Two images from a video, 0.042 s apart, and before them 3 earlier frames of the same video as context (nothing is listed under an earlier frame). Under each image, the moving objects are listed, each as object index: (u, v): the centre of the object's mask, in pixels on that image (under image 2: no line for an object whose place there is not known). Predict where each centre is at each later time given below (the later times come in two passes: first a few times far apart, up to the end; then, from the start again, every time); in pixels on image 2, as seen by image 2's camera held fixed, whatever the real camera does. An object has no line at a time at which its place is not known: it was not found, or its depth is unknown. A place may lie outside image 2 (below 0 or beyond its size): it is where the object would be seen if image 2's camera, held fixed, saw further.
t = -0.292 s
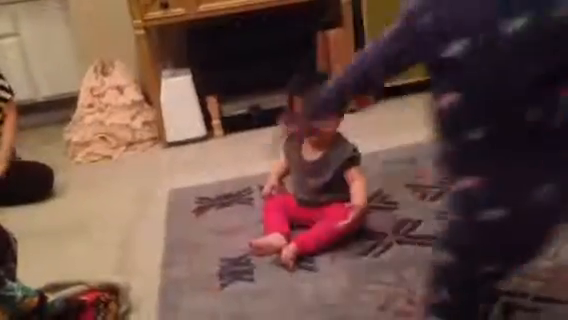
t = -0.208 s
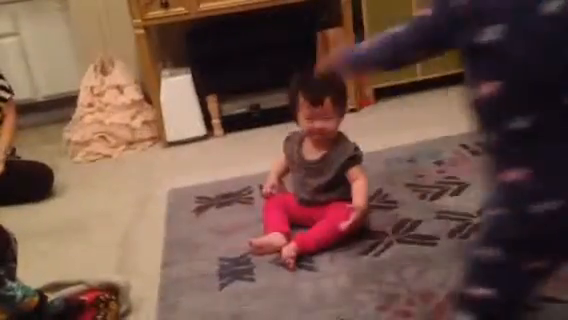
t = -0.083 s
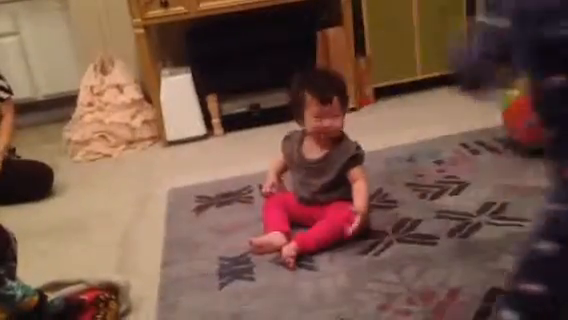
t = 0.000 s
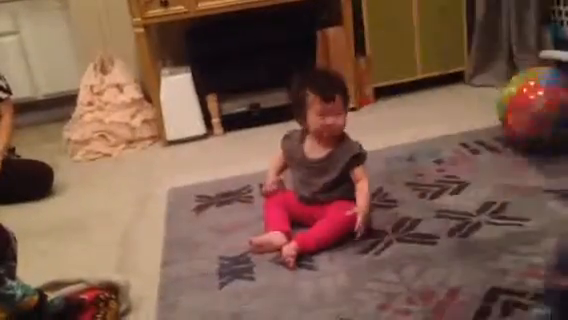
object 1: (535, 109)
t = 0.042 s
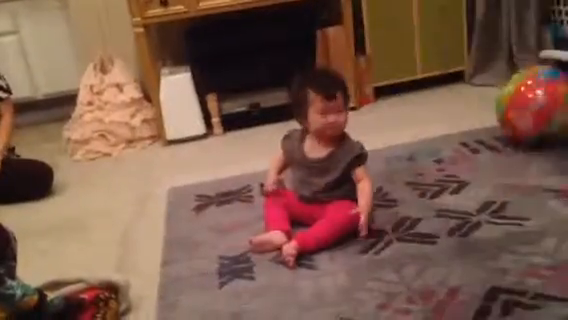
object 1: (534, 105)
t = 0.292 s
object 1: (527, 100)
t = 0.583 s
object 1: (516, 93)
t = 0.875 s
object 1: (507, 87)
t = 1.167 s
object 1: (485, 85)
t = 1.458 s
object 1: (465, 84)
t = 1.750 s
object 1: (451, 83)
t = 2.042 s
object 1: (442, 81)
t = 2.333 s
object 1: (430, 81)
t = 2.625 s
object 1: (426, 81)
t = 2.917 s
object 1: (425, 82)
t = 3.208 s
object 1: (428, 84)
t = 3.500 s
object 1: (431, 85)
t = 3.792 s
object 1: (434, 87)
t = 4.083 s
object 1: (435, 87)
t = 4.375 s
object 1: (435, 90)
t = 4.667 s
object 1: (439, 93)
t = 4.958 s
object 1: (442, 97)
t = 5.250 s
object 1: (439, 101)
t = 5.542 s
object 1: (430, 105)
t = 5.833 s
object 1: (415, 108)
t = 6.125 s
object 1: (410, 108)
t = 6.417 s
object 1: (405, 108)
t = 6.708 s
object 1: (404, 107)
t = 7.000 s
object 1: (407, 106)
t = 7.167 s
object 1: (409, 106)
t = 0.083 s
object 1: (533, 104)
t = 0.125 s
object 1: (531, 103)
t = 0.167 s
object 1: (531, 103)
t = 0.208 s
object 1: (530, 102)
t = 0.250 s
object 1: (529, 101)
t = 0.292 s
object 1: (527, 100)
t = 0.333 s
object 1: (526, 100)
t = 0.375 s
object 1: (524, 98)
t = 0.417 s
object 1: (522, 97)
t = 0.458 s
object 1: (520, 96)
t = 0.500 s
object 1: (519, 96)
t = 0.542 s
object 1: (517, 94)
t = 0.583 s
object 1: (516, 93)
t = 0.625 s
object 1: (515, 92)
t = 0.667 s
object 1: (515, 91)
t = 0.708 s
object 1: (514, 90)
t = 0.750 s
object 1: (512, 89)
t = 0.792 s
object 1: (511, 88)
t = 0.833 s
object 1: (509, 88)
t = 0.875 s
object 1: (507, 87)
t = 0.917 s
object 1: (505, 88)
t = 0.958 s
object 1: (502, 87)
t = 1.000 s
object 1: (495, 89)
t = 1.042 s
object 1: (493, 87)
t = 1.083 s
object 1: (491, 87)
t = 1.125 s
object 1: (488, 85)
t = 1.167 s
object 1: (485, 85)
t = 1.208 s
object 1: (483, 84)
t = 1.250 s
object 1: (479, 83)
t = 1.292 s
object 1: (476, 82)
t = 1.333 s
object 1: (474, 83)
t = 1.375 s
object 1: (471, 82)
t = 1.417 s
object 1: (468, 84)
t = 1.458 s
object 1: (465, 84)
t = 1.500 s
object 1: (463, 84)
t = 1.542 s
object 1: (461, 83)
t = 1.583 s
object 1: (459, 83)
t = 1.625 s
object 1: (456, 83)
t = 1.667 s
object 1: (454, 83)
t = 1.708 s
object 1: (453, 83)
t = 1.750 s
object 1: (451, 83)
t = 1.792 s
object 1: (449, 83)
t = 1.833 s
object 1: (448, 82)
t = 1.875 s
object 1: (446, 82)
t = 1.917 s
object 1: (446, 82)
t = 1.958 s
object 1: (444, 82)
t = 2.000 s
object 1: (443, 81)
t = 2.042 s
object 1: (442, 81)
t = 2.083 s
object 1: (441, 80)
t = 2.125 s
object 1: (437, 82)
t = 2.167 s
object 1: (435, 81)
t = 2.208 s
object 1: (434, 82)
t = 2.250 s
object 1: (432, 82)
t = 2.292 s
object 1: (431, 82)
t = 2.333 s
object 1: (430, 81)
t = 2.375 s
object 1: (429, 82)
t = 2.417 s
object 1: (429, 82)
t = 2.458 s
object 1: (428, 81)
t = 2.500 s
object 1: (427, 81)
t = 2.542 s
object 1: (427, 81)
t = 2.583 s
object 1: (426, 82)
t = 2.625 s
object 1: (426, 81)
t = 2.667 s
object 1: (425, 81)
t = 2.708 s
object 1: (426, 82)
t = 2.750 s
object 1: (425, 81)
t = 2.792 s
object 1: (425, 81)
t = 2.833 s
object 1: (425, 82)
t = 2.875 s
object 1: (425, 82)
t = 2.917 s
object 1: (425, 82)
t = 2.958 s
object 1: (425, 82)
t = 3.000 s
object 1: (426, 83)
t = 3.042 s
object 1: (426, 83)
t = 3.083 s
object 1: (426, 84)
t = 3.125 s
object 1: (427, 83)
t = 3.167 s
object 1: (427, 83)
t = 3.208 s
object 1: (428, 84)
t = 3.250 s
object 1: (428, 85)
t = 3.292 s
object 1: (429, 84)
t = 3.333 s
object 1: (429, 84)
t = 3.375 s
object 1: (430, 85)
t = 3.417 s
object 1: (430, 85)
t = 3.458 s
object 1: (431, 85)
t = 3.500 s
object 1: (431, 85)
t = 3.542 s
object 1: (432, 85)
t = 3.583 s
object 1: (432, 85)
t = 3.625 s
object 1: (433, 86)
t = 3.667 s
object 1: (433, 86)
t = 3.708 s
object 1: (433, 86)
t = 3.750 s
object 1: (433, 86)
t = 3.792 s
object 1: (434, 87)
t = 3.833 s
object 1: (434, 87)
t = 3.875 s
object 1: (434, 87)
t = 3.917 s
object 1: (434, 87)
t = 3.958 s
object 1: (435, 87)
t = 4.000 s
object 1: (435, 87)
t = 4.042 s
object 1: (434, 87)
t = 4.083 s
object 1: (435, 87)
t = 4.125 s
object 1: (435, 88)
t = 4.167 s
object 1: (435, 88)
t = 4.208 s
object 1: (435, 88)
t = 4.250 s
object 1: (435, 89)
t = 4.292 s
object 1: (435, 89)
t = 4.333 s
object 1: (436, 90)
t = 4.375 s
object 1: (435, 90)
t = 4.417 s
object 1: (436, 90)
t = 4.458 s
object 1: (437, 90)
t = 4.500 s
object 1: (437, 91)
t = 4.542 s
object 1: (437, 91)
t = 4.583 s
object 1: (438, 92)
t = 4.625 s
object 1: (438, 93)
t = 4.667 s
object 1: (439, 93)
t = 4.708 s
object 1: (439, 93)
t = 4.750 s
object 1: (440, 94)
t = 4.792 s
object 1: (441, 94)
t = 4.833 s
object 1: (441, 95)
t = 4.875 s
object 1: (441, 96)
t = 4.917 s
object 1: (442, 96)
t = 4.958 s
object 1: (442, 97)
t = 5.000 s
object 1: (441, 97)
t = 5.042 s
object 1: (441, 98)
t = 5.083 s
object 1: (441, 98)
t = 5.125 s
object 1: (440, 99)
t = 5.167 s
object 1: (440, 99)
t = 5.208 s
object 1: (439, 101)
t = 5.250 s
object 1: (439, 101)
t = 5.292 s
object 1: (438, 102)
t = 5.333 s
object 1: (437, 103)
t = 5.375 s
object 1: (436, 103)
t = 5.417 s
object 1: (435, 104)
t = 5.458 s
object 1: (433, 104)
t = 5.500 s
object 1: (432, 105)
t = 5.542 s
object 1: (430, 105)
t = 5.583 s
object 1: (428, 106)
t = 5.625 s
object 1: (426, 107)
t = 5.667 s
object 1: (424, 107)
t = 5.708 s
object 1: (421, 107)
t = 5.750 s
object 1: (419, 108)
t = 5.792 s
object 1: (417, 107)
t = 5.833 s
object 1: (415, 108)
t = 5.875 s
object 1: (414, 107)
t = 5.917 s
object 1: (414, 108)
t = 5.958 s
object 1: (413, 107)
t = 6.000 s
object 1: (412, 107)
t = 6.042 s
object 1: (411, 107)
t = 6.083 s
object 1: (410, 107)
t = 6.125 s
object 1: (410, 108)
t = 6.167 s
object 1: (408, 108)
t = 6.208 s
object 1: (408, 108)
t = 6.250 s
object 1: (407, 108)
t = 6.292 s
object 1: (407, 109)
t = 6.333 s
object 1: (406, 108)
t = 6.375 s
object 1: (405, 108)
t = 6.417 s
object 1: (405, 108)
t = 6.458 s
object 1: (404, 108)
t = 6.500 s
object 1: (404, 107)
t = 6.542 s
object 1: (403, 107)
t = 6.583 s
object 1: (404, 107)
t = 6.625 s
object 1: (404, 107)
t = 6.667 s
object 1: (404, 107)
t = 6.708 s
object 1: (404, 107)
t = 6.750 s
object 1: (404, 107)
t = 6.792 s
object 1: (405, 107)
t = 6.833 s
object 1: (405, 106)
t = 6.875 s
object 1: (406, 106)
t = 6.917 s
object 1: (406, 106)
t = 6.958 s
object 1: (407, 106)
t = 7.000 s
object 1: (407, 106)
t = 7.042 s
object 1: (408, 106)
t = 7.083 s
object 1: (408, 106)
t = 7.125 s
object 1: (409, 106)
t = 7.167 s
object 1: (409, 106)
